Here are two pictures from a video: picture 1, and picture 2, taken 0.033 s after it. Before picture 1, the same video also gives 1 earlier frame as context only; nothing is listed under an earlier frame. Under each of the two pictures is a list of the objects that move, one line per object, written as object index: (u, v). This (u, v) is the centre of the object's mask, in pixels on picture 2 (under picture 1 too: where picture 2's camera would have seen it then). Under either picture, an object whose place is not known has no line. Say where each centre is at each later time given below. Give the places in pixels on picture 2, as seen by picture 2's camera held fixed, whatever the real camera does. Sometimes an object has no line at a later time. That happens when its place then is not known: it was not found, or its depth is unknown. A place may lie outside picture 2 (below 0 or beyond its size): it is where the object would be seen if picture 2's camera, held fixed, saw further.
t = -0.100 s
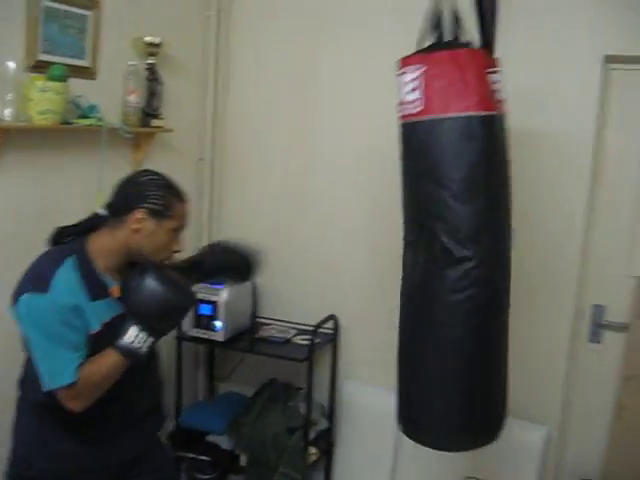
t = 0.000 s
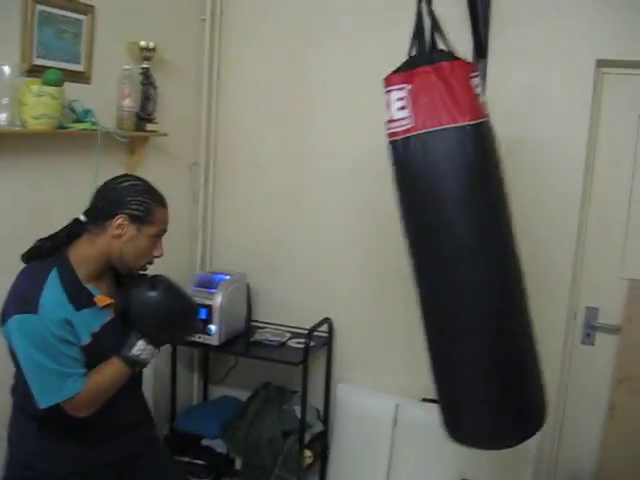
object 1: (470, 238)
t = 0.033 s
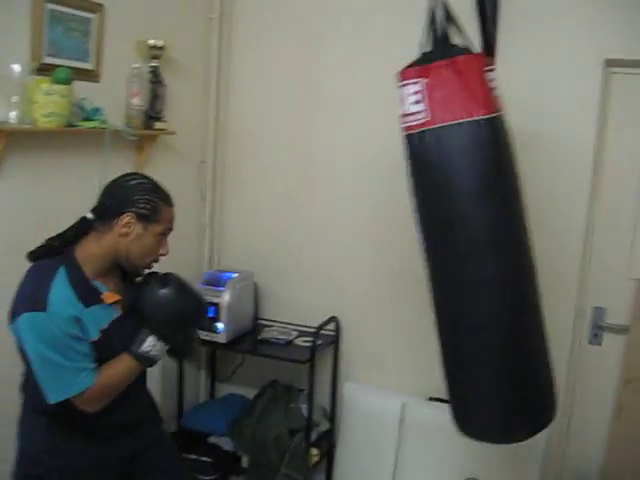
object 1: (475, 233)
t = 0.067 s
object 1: (480, 234)
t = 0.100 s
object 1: (485, 233)
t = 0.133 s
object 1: (487, 233)
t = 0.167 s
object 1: (489, 234)
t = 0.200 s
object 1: (491, 232)
